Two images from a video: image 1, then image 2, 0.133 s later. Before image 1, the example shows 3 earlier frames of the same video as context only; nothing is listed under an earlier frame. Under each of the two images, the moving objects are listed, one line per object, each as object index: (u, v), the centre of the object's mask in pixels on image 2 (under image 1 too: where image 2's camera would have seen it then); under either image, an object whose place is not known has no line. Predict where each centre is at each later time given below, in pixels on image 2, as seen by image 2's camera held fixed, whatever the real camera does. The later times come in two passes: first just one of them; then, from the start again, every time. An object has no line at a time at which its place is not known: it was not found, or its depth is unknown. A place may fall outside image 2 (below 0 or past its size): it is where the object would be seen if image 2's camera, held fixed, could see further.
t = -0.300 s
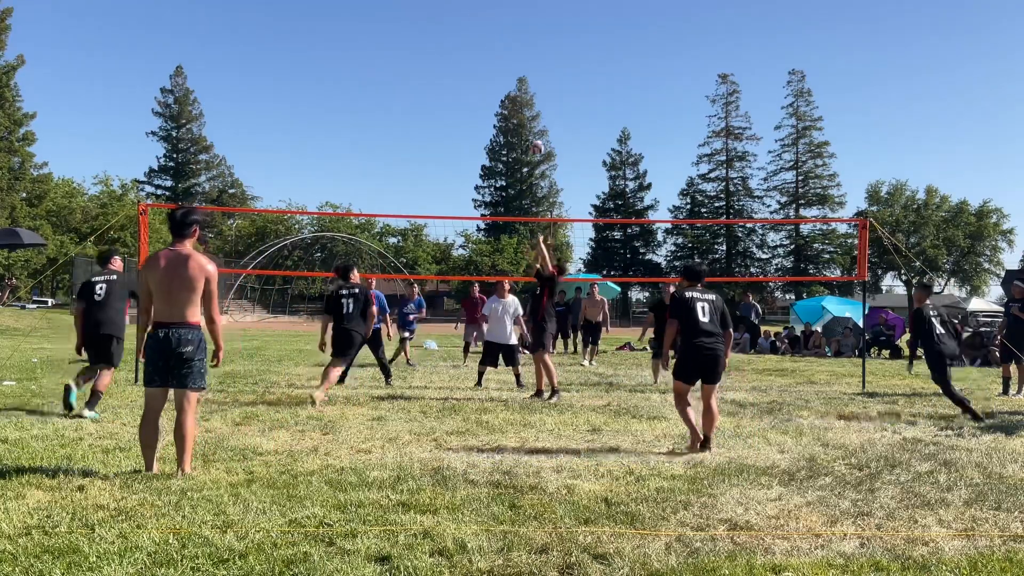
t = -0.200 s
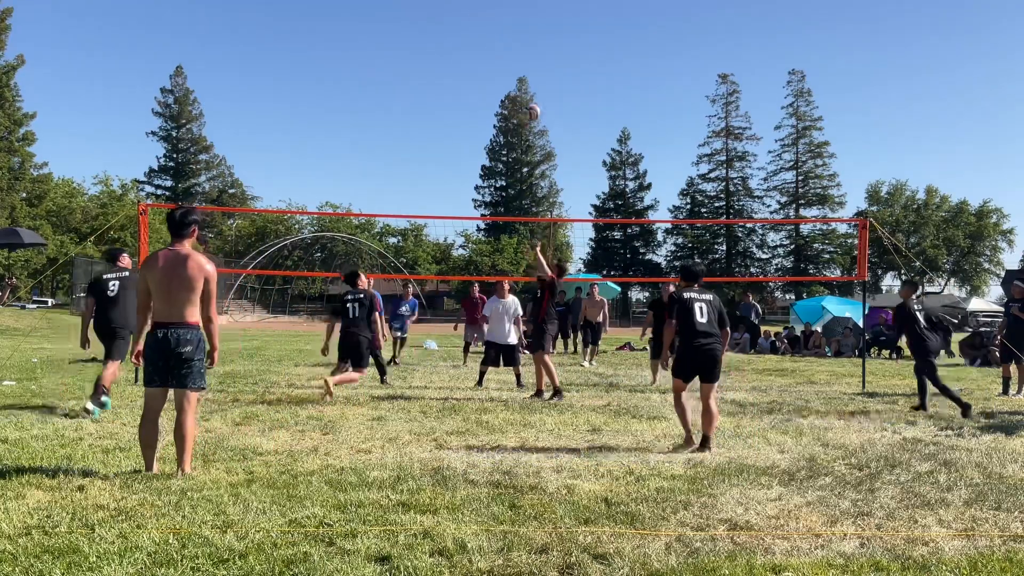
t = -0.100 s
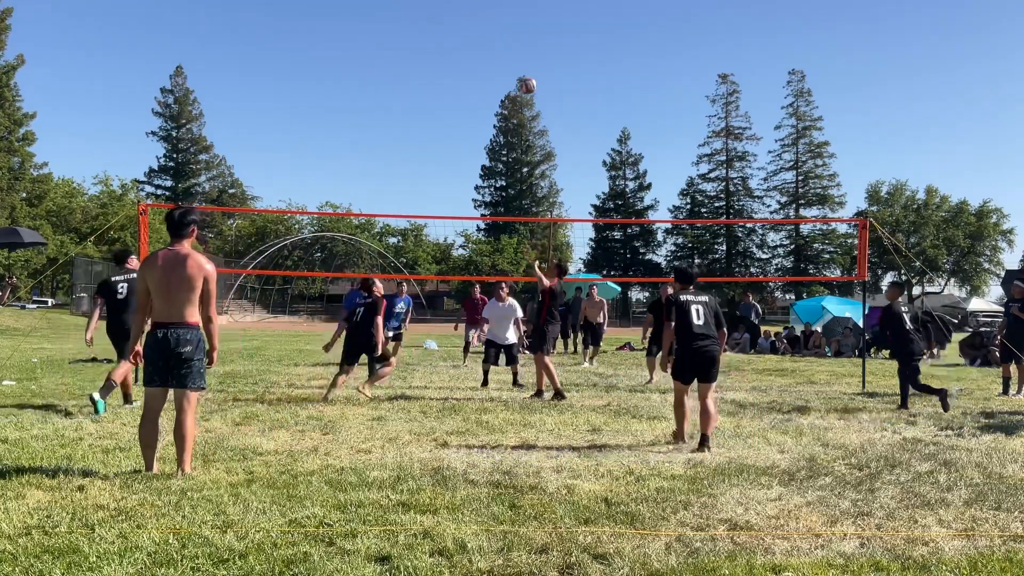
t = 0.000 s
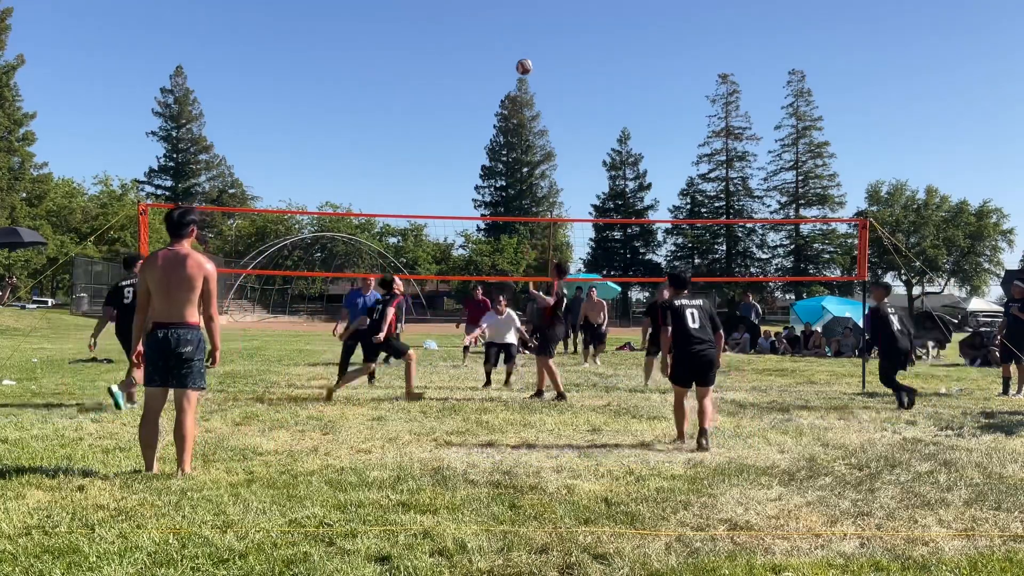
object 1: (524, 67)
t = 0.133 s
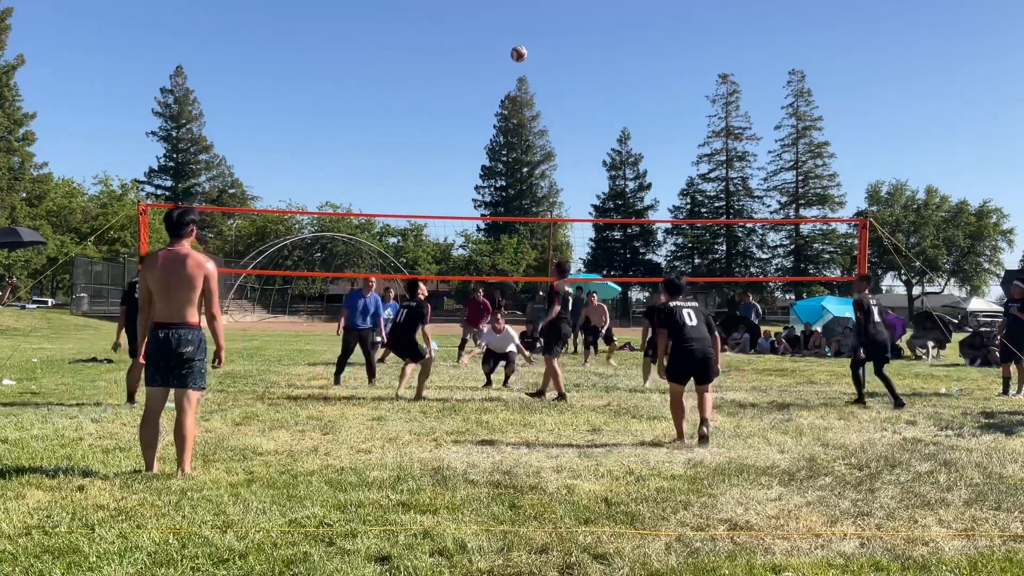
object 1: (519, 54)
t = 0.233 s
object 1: (514, 53)
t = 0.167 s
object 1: (517, 53)
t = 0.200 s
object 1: (516, 53)
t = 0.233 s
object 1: (514, 53)
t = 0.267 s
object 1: (513, 55)
